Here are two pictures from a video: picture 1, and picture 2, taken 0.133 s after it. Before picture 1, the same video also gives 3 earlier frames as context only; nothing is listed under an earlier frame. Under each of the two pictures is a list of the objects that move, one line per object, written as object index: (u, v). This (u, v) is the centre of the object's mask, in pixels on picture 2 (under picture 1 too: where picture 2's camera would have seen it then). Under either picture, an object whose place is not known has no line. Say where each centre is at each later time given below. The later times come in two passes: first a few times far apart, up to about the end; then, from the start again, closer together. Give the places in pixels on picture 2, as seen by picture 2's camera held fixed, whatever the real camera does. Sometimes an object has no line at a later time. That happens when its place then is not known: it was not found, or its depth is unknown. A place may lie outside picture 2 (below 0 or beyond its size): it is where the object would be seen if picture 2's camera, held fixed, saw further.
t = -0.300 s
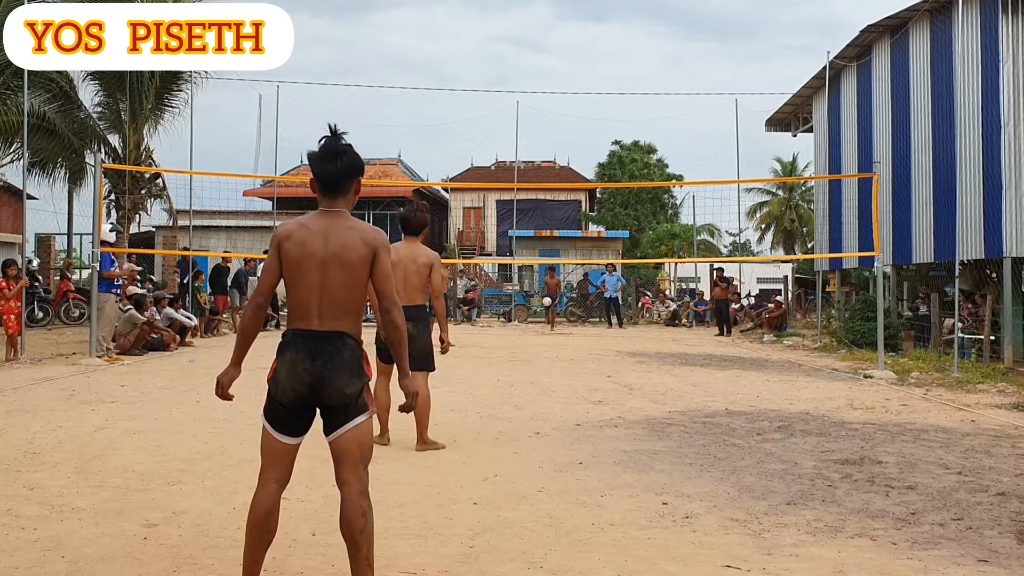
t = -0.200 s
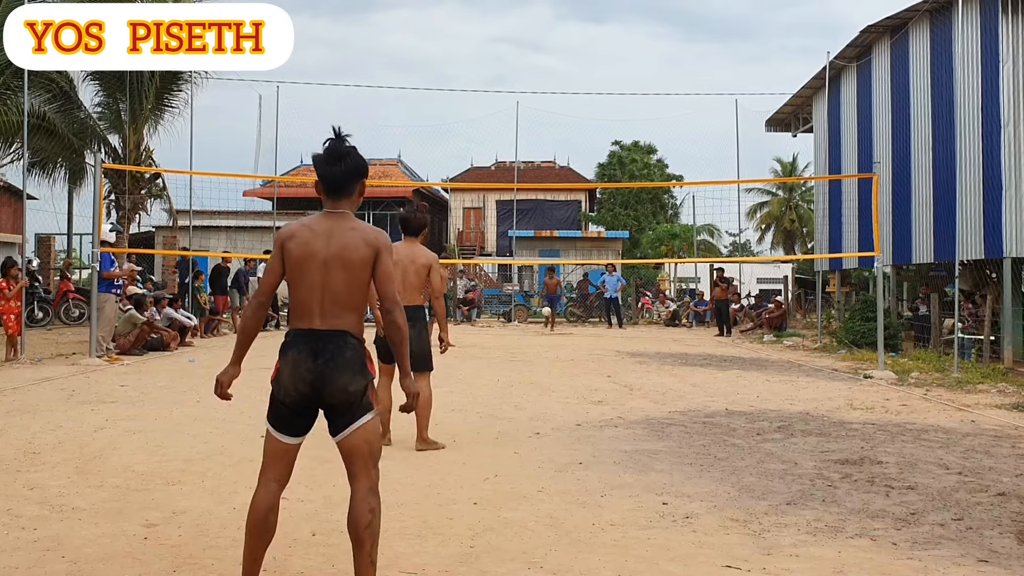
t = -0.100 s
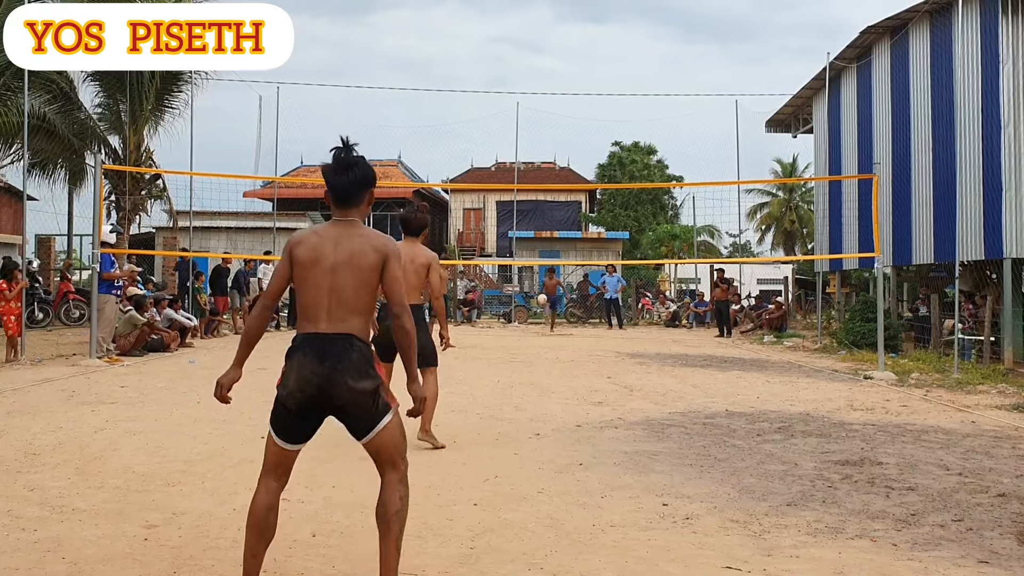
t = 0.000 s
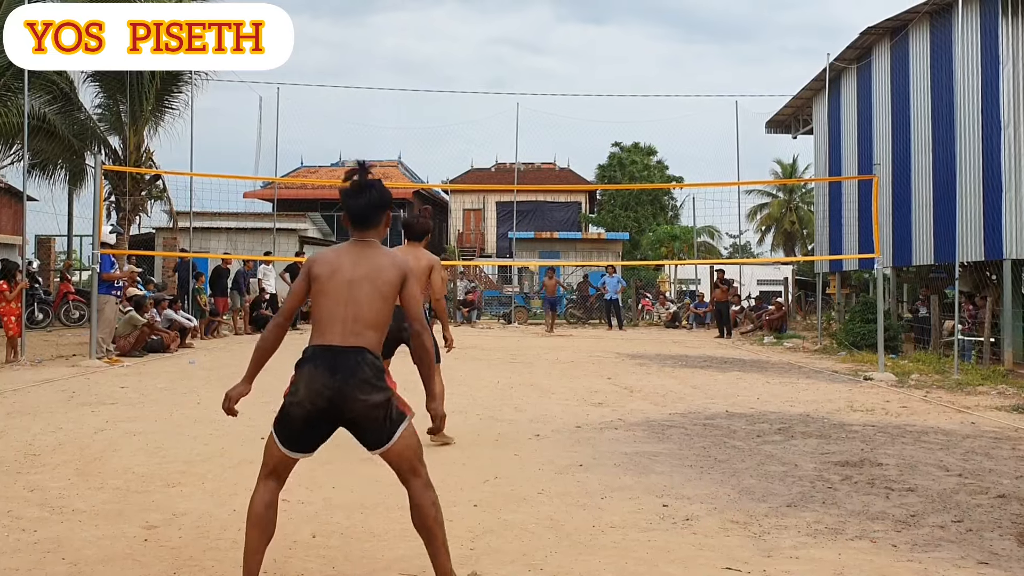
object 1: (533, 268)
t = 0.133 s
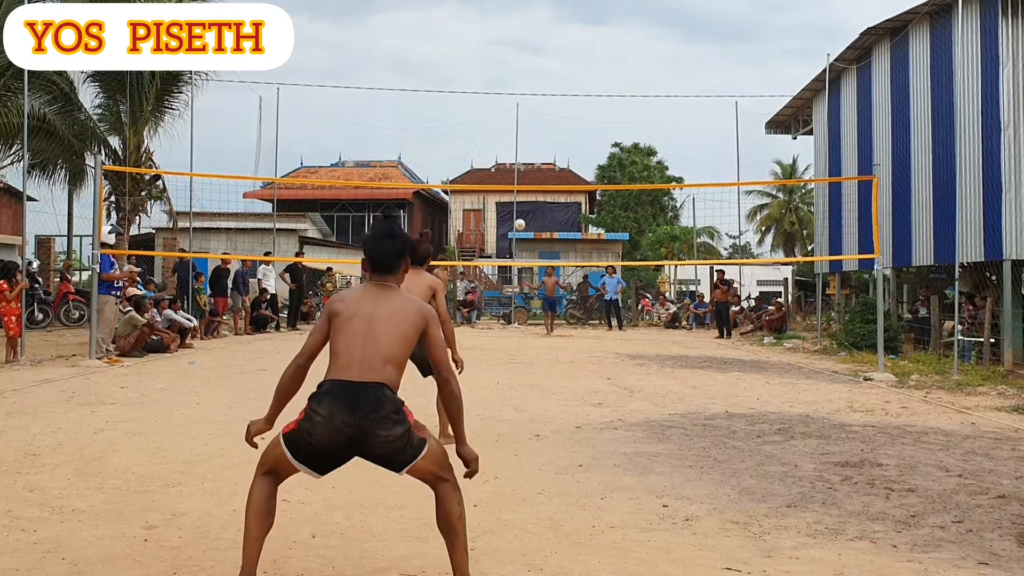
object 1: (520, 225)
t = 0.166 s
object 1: (516, 214)
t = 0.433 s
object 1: (474, 140)
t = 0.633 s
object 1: (437, 90)
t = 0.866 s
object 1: (382, 56)
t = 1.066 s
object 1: (310, 56)
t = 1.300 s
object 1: (151, 134)
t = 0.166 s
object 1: (516, 214)
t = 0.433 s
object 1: (474, 140)
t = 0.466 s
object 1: (468, 131)
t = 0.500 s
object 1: (463, 122)
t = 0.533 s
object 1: (457, 114)
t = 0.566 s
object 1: (450, 106)
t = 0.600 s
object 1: (444, 97)
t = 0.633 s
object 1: (437, 90)
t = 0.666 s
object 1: (430, 84)
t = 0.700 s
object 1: (423, 78)
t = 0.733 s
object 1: (416, 73)
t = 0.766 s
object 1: (408, 68)
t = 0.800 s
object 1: (400, 63)
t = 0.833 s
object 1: (391, 59)
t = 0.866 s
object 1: (382, 56)
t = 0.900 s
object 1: (373, 54)
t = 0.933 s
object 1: (363, 53)
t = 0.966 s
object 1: (351, 52)
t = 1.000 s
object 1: (338, 53)
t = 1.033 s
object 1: (325, 54)
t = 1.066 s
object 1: (310, 56)
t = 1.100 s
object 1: (293, 59)
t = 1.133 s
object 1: (276, 65)
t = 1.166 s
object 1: (256, 72)
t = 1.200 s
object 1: (233, 83)
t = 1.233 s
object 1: (209, 97)
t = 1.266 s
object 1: (181, 113)
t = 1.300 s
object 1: (151, 134)
